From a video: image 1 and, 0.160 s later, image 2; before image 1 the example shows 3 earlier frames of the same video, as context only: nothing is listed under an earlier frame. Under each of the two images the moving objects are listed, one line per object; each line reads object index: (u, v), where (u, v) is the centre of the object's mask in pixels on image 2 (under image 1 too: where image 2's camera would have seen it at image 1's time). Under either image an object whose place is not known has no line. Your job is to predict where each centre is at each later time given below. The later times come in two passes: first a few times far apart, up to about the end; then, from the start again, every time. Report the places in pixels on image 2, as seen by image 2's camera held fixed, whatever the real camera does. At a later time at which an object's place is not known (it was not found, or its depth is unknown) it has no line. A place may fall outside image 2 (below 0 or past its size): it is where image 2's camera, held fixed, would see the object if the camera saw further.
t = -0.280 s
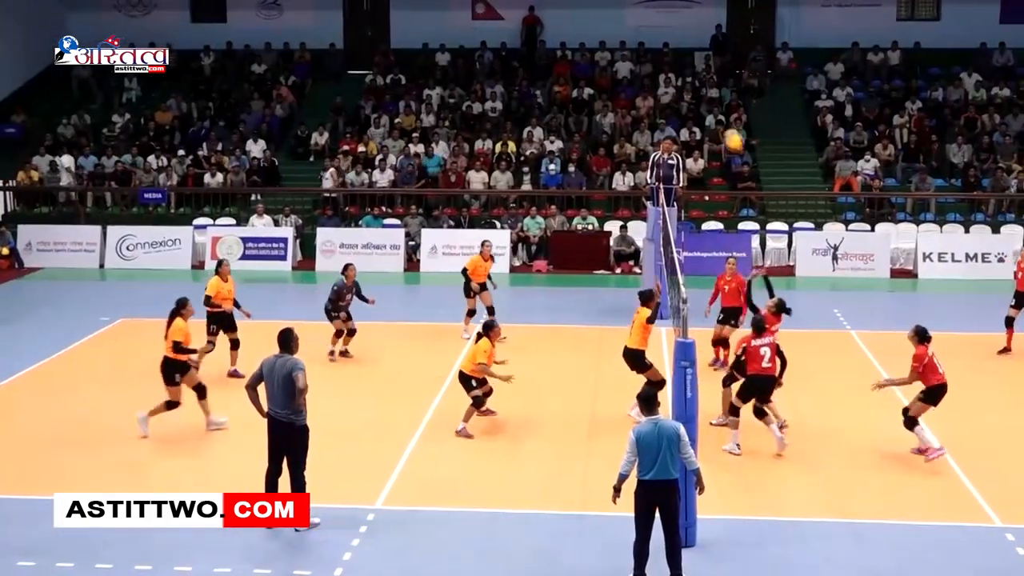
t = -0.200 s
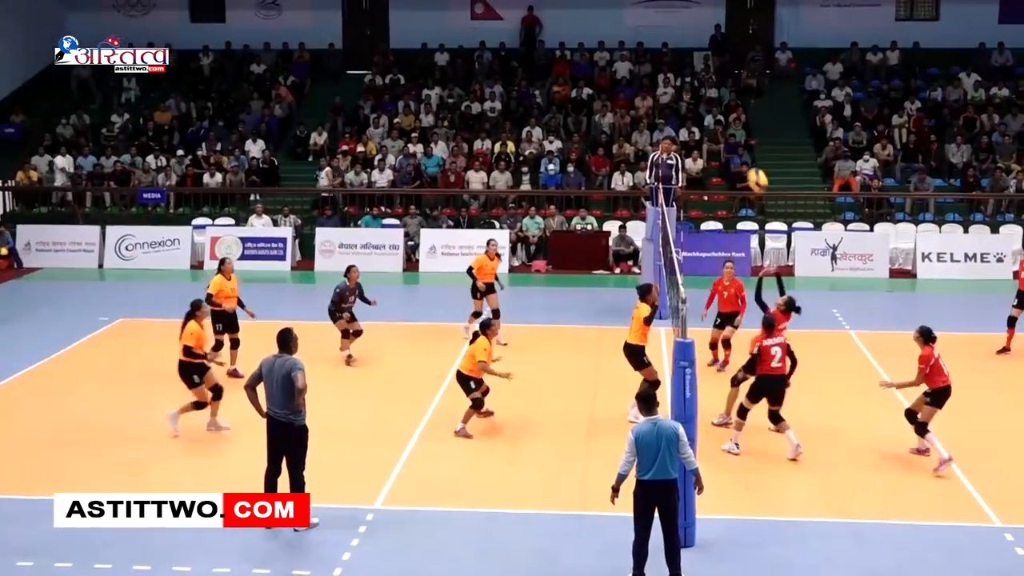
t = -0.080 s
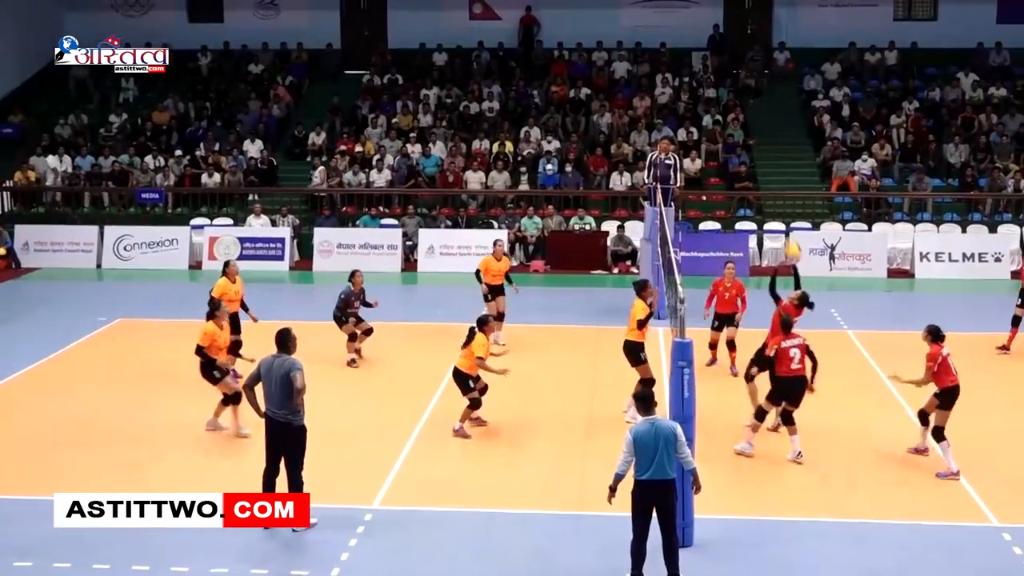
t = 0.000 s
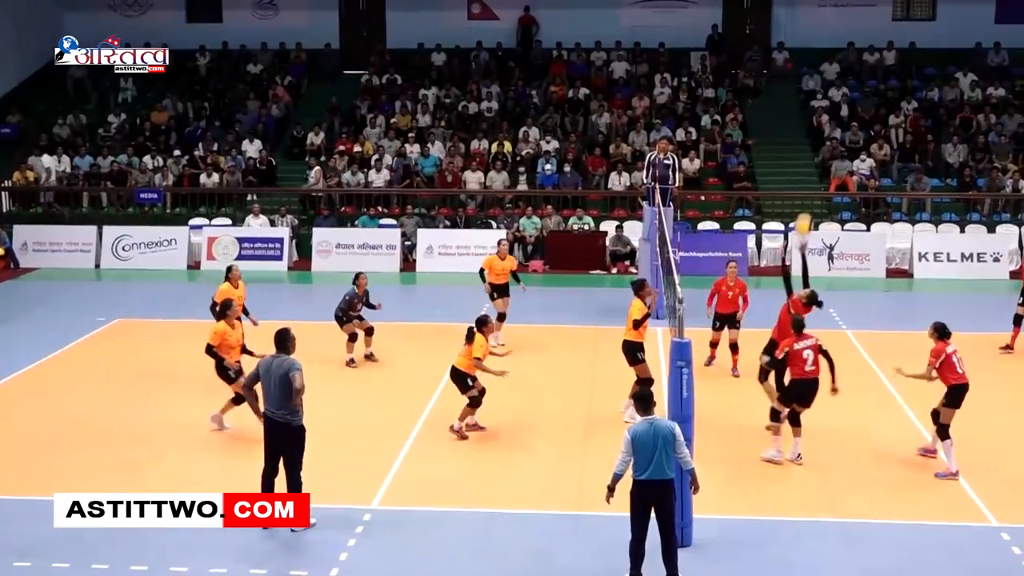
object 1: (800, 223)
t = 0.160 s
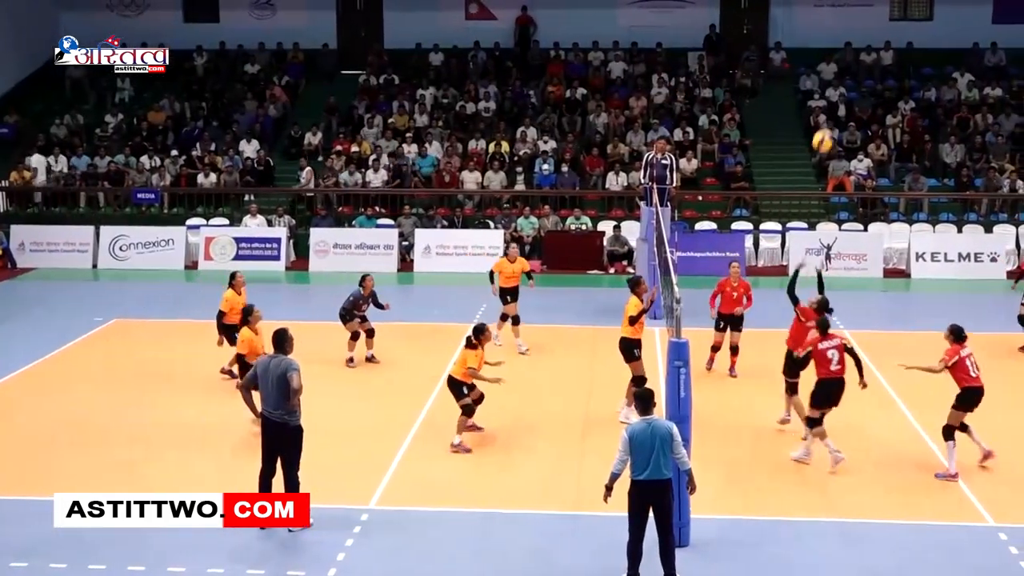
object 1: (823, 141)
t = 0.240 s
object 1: (834, 106)
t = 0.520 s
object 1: (870, 27)
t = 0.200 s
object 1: (828, 124)
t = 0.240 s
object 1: (834, 106)
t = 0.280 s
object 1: (838, 91)
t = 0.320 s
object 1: (844, 77)
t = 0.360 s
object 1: (849, 65)
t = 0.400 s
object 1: (854, 54)
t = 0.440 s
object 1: (860, 43)
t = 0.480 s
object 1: (865, 35)
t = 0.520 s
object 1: (870, 27)
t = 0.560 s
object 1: (875, 22)
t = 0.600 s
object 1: (880, 18)
